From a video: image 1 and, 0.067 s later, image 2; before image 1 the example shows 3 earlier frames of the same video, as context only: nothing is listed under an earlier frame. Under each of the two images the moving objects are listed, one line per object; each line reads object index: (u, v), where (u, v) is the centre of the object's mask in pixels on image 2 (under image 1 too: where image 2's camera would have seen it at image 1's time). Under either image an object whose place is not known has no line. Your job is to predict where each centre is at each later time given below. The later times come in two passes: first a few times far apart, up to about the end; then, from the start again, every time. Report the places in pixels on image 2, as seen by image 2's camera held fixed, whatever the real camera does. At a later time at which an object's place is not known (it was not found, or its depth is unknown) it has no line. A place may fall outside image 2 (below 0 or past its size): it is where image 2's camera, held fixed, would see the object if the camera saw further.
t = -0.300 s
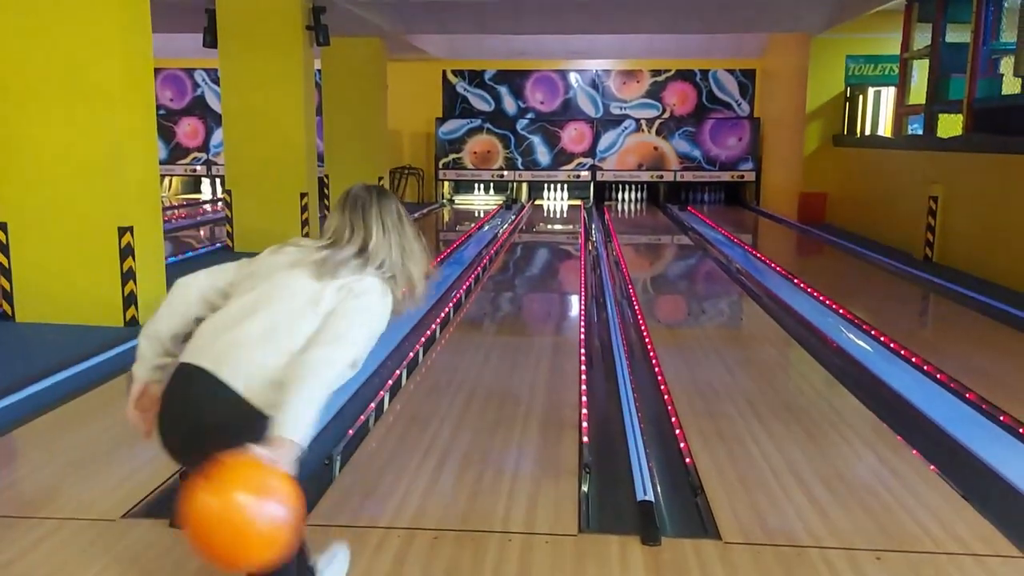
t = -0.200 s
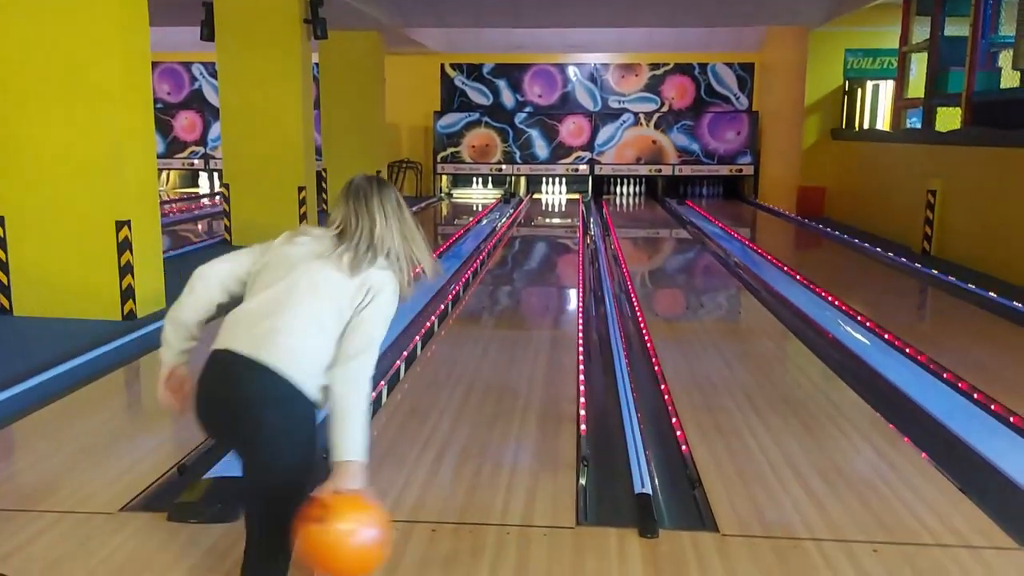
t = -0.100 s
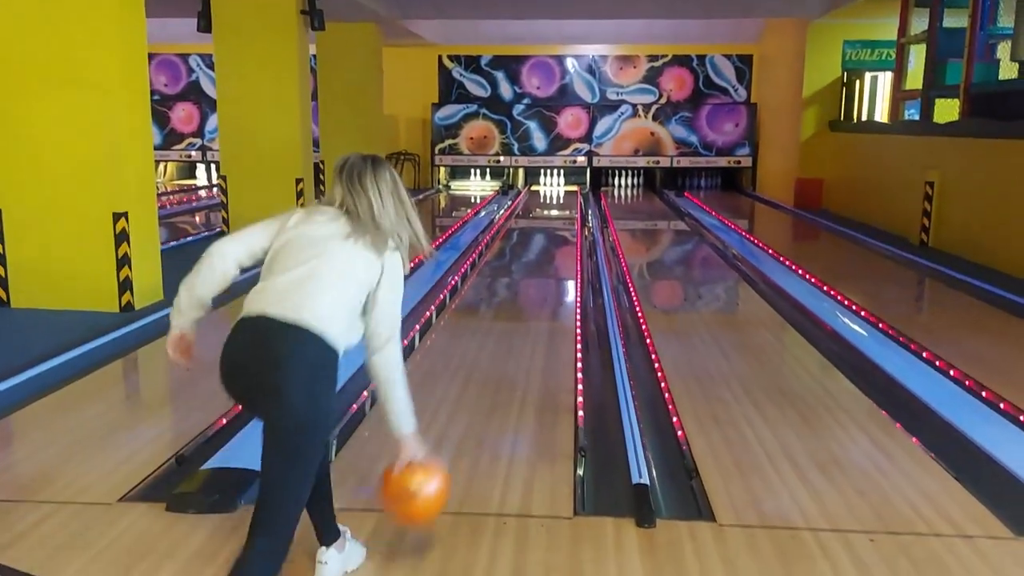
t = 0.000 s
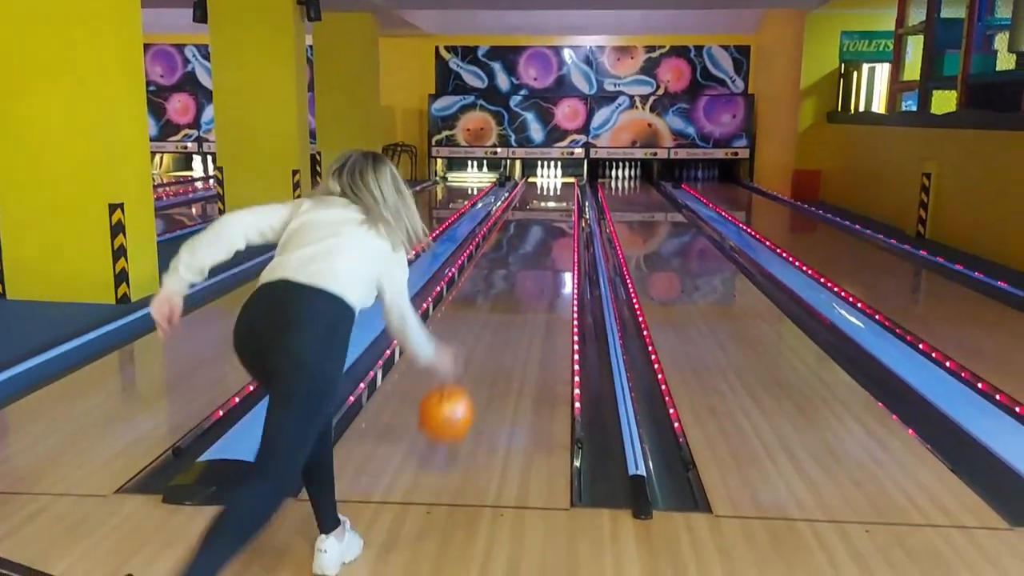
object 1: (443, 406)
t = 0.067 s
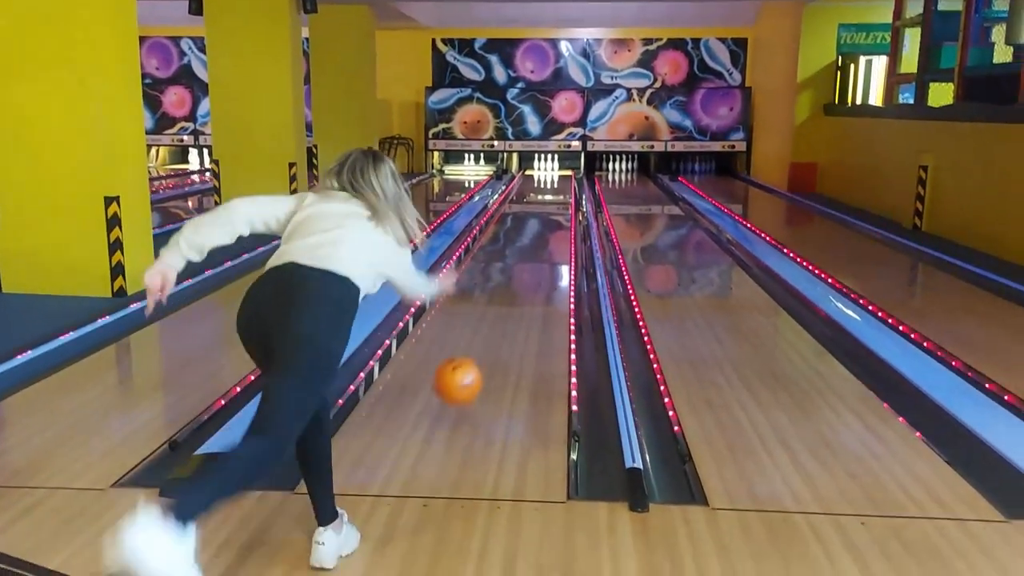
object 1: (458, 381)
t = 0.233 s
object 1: (482, 348)
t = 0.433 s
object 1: (501, 300)
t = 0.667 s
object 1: (513, 264)
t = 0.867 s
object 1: (522, 241)
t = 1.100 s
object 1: (527, 221)
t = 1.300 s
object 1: (531, 211)
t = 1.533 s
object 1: (535, 197)
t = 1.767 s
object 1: (537, 190)
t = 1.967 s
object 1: (539, 187)
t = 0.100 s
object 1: (464, 374)
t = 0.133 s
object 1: (469, 370)
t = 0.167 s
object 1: (474, 368)
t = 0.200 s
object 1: (478, 362)
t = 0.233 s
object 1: (482, 348)
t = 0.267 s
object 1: (486, 338)
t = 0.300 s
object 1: (489, 330)
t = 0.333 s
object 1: (492, 322)
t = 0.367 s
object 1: (496, 315)
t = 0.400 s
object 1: (498, 307)
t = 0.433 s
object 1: (501, 300)
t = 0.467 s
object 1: (503, 294)
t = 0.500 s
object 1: (504, 289)
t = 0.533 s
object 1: (507, 282)
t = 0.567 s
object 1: (509, 277)
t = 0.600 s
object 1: (510, 272)
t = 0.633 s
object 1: (512, 268)
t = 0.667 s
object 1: (513, 264)
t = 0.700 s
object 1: (515, 259)
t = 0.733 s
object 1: (516, 255)
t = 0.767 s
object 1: (517, 251)
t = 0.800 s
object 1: (519, 248)
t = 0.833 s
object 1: (521, 245)
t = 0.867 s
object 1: (522, 241)
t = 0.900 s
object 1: (523, 238)
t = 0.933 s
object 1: (524, 235)
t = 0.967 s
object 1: (525, 233)
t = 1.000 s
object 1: (525, 229)
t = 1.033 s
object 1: (526, 226)
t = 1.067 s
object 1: (527, 225)
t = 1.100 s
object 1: (527, 221)
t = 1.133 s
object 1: (528, 219)
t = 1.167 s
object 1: (529, 216)
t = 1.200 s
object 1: (529, 215)
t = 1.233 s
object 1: (530, 213)
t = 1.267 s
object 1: (531, 212)
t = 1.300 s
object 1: (531, 211)
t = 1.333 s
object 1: (532, 209)
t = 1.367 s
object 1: (532, 206)
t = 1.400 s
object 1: (533, 204)
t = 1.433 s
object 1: (533, 203)
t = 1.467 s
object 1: (534, 202)
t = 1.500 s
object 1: (535, 199)
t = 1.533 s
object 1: (535, 197)
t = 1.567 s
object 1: (535, 197)
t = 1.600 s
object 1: (535, 197)
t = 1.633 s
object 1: (535, 195)
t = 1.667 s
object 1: (535, 195)
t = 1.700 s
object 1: (536, 192)
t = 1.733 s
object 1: (537, 191)
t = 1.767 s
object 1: (537, 190)
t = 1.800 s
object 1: (538, 189)
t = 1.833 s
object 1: (538, 189)
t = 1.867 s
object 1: (538, 188)
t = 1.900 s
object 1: (538, 187)
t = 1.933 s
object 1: (538, 187)
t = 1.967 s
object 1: (539, 187)
